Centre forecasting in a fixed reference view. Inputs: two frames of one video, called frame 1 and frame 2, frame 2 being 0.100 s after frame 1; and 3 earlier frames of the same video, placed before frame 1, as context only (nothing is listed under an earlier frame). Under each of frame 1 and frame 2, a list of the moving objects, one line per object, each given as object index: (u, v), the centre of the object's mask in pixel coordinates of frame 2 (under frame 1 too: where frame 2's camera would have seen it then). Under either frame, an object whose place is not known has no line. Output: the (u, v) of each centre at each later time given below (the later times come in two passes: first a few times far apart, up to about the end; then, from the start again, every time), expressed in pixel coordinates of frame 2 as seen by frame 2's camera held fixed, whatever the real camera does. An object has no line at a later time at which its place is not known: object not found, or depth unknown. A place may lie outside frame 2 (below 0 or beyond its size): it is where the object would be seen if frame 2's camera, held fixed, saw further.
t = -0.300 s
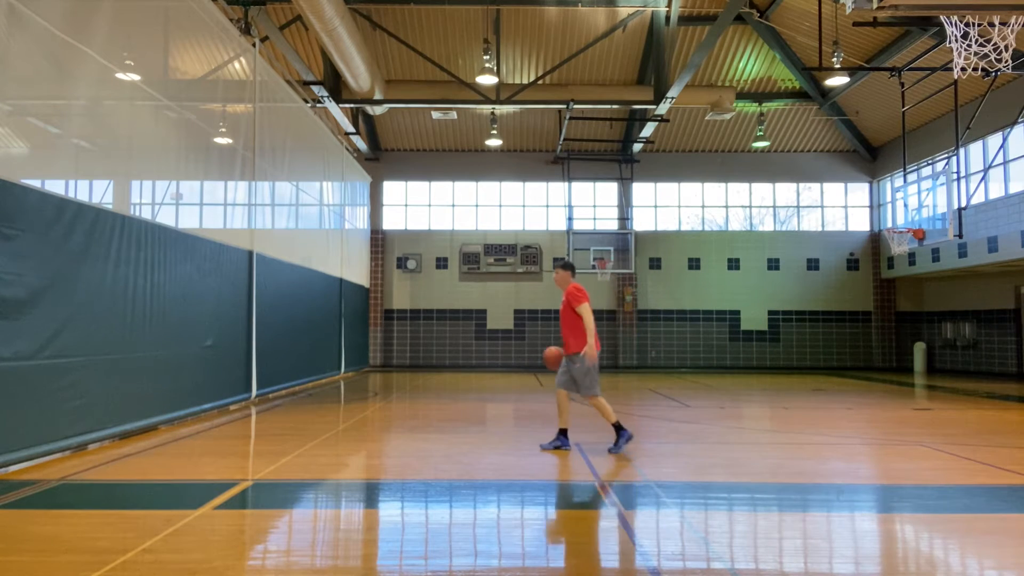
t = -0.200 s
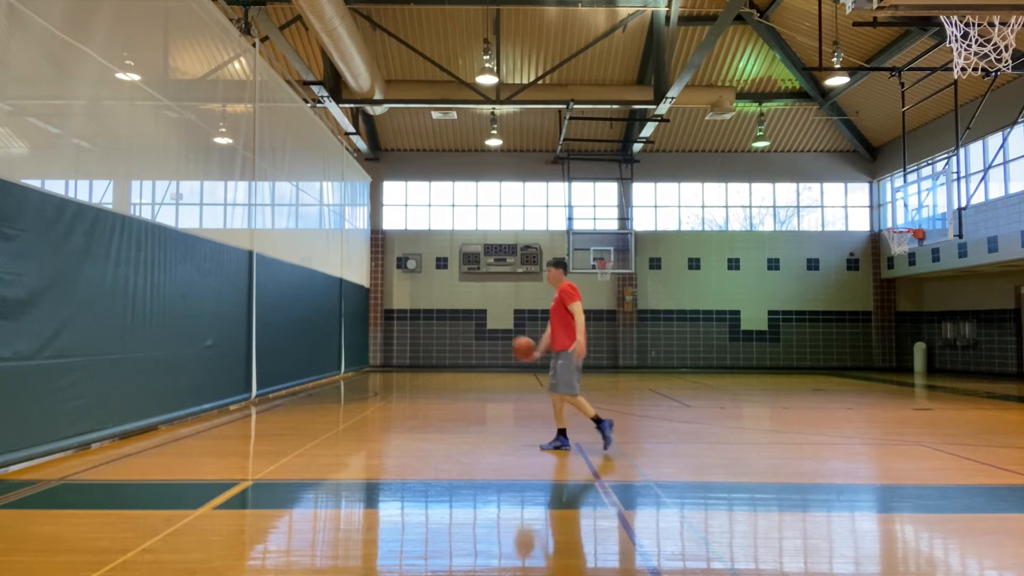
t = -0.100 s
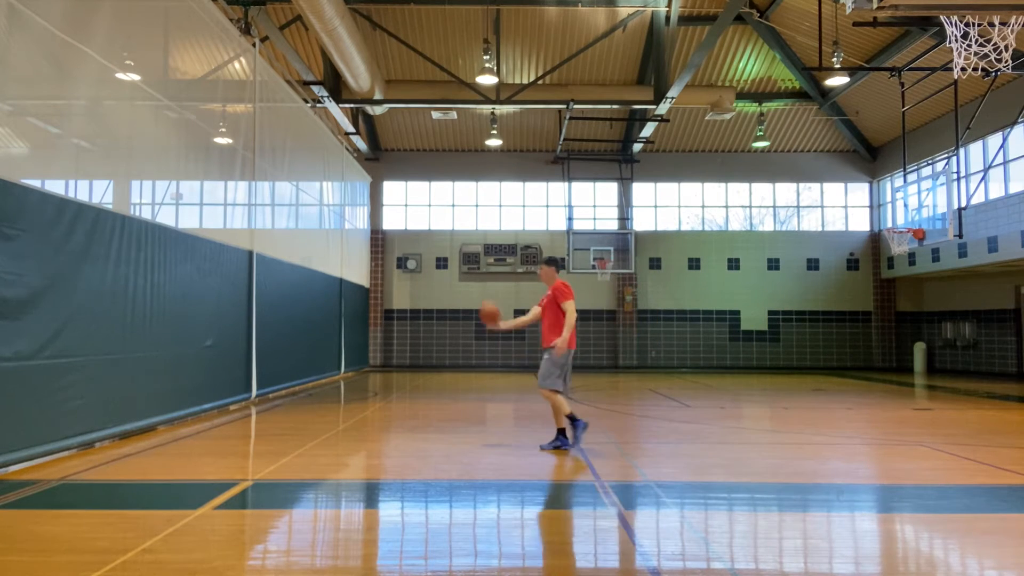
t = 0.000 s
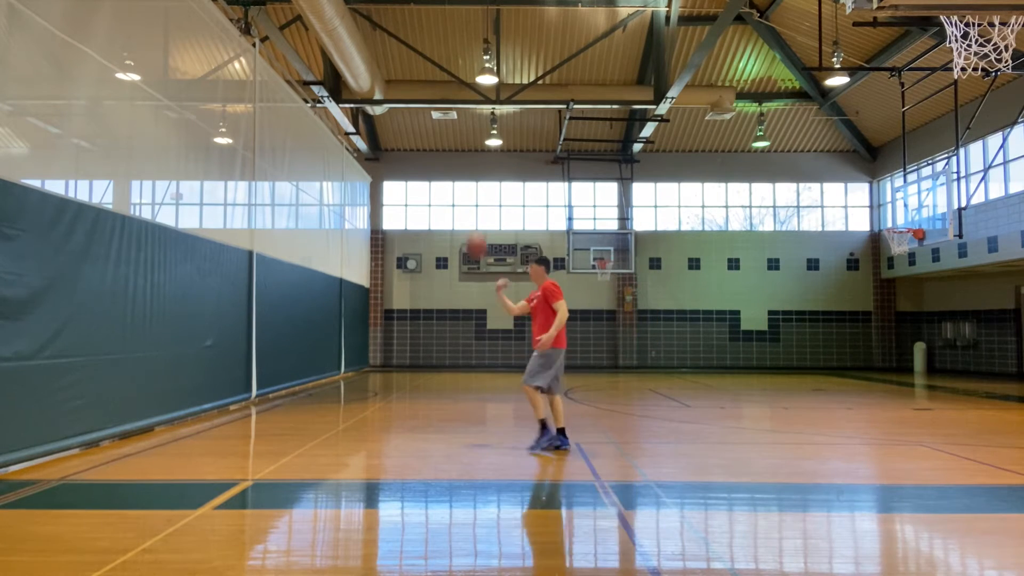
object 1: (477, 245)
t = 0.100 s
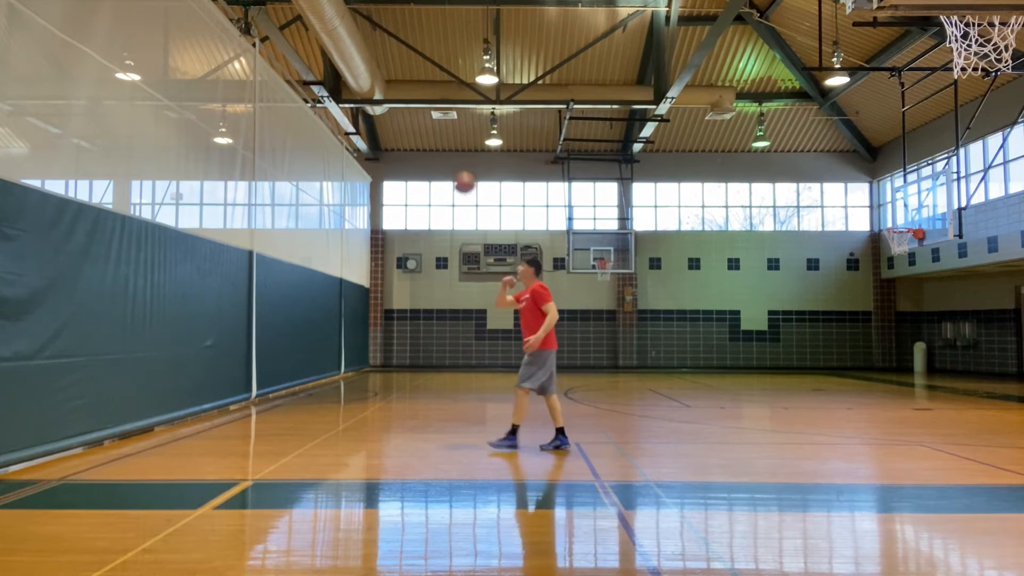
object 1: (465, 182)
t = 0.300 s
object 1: (443, 94)
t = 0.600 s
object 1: (410, 31)
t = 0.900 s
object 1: (377, 47)
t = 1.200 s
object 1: (344, 143)
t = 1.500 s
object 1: (311, 318)
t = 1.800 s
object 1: (281, 353)
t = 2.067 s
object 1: (261, 266)
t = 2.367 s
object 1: (238, 247)
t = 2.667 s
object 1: (215, 304)
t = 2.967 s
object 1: (192, 420)
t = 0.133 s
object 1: (462, 166)
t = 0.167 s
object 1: (458, 149)
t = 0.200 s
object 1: (454, 133)
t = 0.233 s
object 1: (450, 120)
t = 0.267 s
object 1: (446, 106)
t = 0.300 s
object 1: (443, 94)
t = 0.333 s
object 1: (440, 83)
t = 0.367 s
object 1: (436, 73)
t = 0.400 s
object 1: (432, 64)
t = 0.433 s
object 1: (428, 56)
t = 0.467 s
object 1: (424, 48)
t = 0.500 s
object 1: (420, 42)
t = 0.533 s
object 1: (417, 38)
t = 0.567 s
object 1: (413, 34)
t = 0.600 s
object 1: (410, 31)
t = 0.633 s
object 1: (406, 29)
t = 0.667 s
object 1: (403, 28)
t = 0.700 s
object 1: (399, 28)
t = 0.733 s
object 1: (395, 28)
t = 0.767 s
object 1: (392, 30)
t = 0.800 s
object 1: (388, 33)
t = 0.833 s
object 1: (385, 36)
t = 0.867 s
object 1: (381, 41)
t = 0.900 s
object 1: (377, 47)
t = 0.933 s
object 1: (374, 54)
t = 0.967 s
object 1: (371, 62)
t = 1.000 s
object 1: (367, 70)
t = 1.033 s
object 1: (363, 80)
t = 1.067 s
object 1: (360, 91)
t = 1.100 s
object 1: (355, 102)
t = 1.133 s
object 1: (353, 115)
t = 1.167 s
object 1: (349, 129)
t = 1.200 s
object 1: (344, 143)
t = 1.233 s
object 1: (341, 159)
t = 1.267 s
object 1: (337, 174)
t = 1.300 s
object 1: (334, 193)
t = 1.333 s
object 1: (330, 212)
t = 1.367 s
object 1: (326, 232)
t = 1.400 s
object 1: (322, 250)
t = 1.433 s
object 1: (319, 272)
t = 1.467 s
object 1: (315, 294)
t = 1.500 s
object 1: (311, 318)
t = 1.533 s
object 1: (307, 342)
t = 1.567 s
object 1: (303, 366)
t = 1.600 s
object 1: (300, 394)
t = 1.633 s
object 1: (295, 421)
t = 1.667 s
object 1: (291, 425)
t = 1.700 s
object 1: (289, 405)
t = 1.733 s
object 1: (287, 386)
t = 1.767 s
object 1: (285, 370)
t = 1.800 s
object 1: (281, 353)
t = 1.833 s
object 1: (279, 338)
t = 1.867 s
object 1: (277, 325)
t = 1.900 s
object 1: (274, 312)
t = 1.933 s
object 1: (271, 300)
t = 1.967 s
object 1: (269, 290)
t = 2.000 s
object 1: (266, 281)
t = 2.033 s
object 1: (263, 273)
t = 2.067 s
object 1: (261, 266)
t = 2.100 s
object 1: (258, 260)
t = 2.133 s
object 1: (256, 255)
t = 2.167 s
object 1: (253, 251)
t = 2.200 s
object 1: (251, 248)
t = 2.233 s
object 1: (248, 246)
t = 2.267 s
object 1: (246, 245)
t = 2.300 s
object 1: (243, 245)
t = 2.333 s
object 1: (241, 245)
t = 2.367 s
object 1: (238, 247)
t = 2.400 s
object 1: (235, 250)
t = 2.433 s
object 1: (233, 254)
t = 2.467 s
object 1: (230, 258)
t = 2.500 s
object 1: (228, 263)
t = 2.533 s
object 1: (225, 270)
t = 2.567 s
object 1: (223, 277)
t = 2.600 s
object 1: (220, 285)
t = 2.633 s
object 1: (218, 294)
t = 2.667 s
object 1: (215, 304)
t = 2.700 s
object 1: (212, 316)
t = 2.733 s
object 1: (210, 327)
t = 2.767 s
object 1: (207, 340)
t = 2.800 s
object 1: (204, 353)
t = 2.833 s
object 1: (202, 368)
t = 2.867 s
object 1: (199, 383)
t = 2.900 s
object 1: (197, 399)
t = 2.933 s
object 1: (194, 416)
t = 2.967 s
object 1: (192, 420)
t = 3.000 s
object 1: (190, 407)
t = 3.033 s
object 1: (188, 396)
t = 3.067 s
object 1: (186, 385)
